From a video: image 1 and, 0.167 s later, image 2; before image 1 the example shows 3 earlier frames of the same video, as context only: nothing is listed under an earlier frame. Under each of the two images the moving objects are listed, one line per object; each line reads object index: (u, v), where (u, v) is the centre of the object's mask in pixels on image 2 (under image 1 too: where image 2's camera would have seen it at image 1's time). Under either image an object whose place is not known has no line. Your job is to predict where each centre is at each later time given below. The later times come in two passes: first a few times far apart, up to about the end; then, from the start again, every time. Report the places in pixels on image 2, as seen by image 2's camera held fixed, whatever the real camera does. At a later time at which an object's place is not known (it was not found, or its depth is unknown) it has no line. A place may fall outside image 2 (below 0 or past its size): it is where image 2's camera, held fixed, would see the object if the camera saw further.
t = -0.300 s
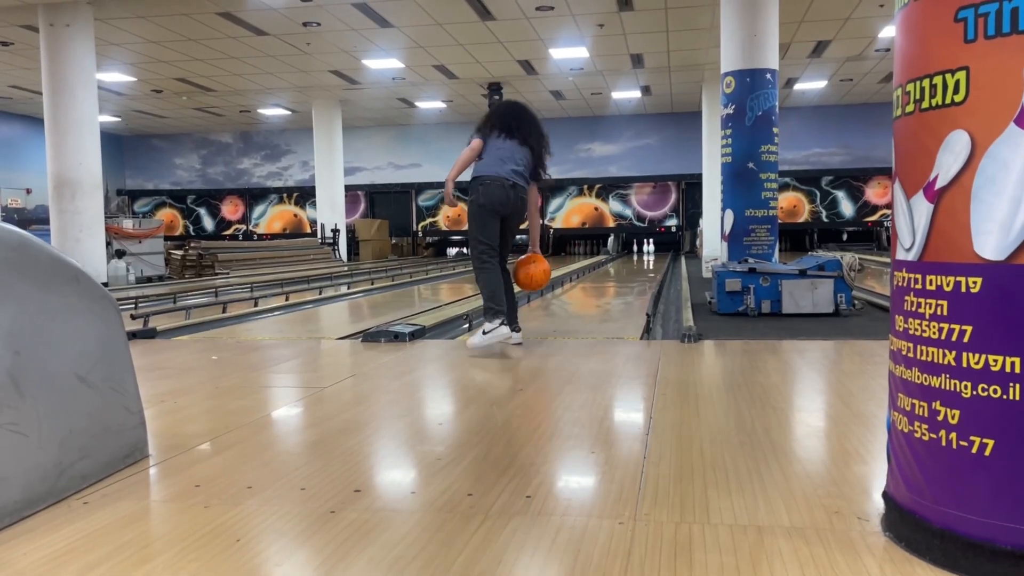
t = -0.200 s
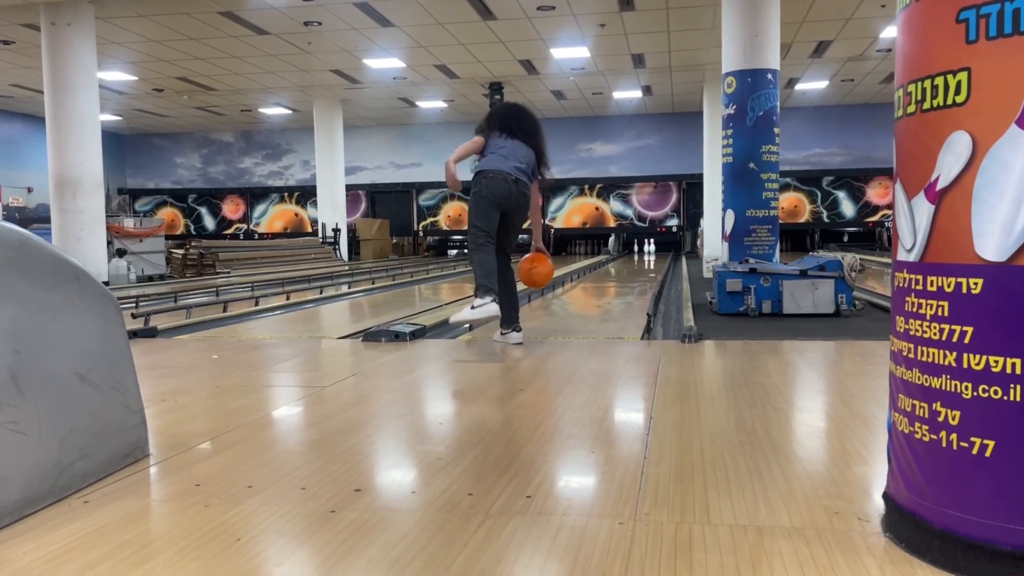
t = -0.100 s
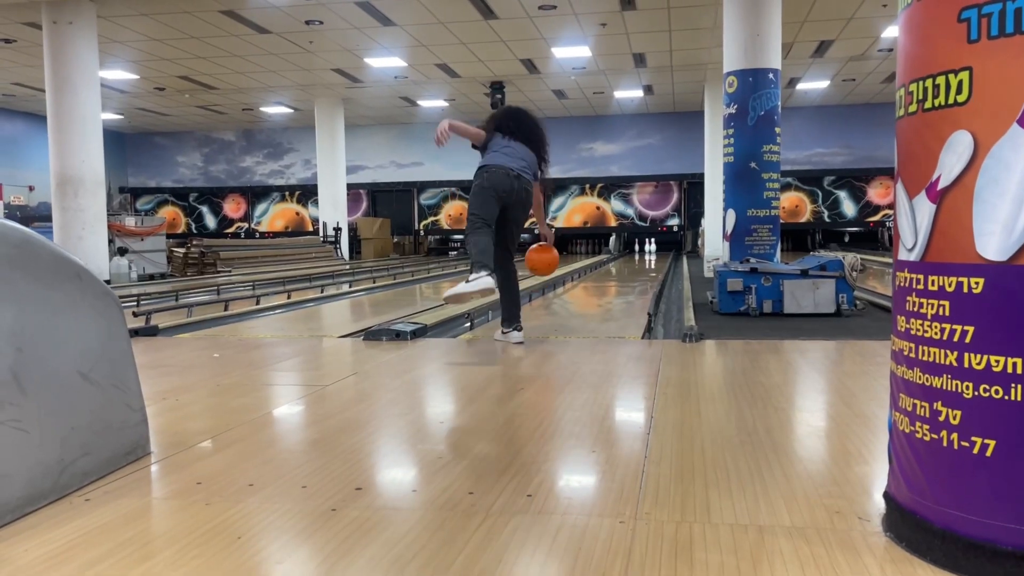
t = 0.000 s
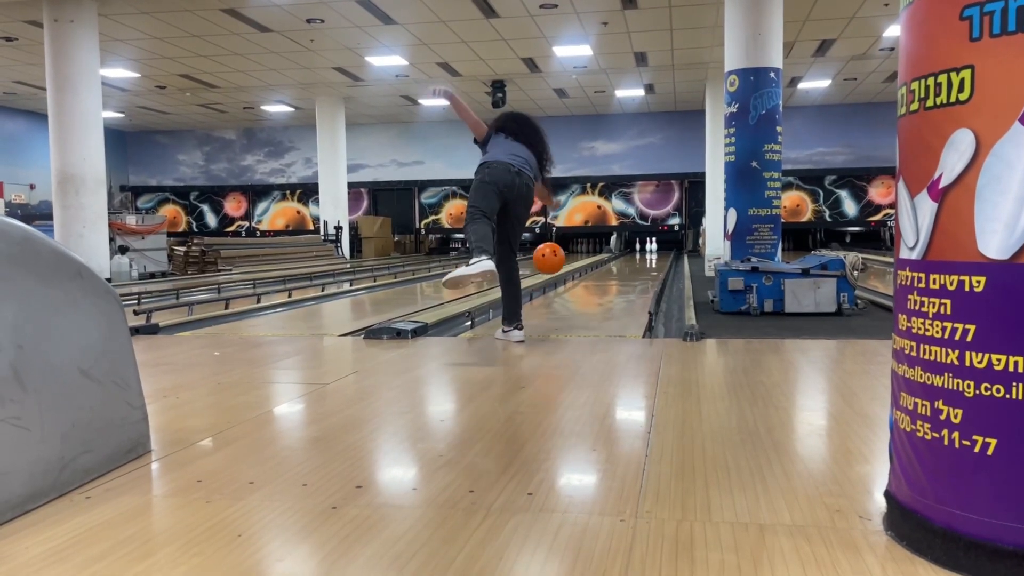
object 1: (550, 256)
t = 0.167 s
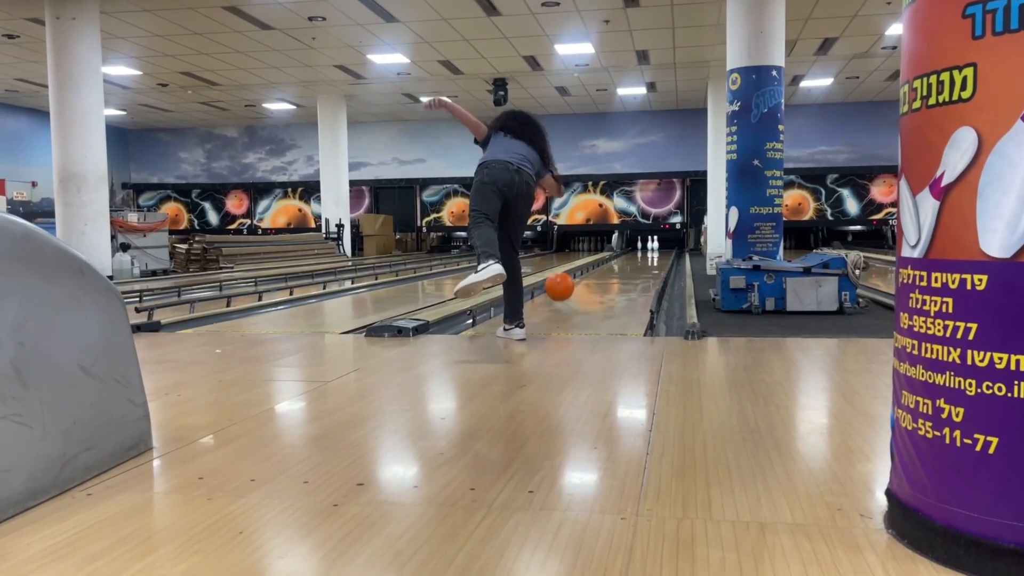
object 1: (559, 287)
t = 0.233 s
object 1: (563, 293)
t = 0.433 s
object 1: (570, 289)
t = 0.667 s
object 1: (578, 283)
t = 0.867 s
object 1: (583, 280)
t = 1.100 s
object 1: (589, 276)
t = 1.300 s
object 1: (593, 274)
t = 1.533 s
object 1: (598, 271)
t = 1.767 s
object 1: (603, 269)
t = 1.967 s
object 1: (606, 267)
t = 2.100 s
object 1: (608, 266)
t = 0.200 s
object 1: (561, 296)
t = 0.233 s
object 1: (563, 293)
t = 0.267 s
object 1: (564, 290)
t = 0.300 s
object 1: (565, 290)
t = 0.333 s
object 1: (567, 291)
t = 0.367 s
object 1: (568, 291)
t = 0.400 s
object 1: (569, 290)
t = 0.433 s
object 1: (570, 289)
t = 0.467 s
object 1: (572, 288)
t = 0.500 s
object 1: (573, 287)
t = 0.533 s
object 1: (574, 286)
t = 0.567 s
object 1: (575, 285)
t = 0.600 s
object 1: (576, 285)
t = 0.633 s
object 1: (577, 284)
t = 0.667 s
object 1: (578, 283)
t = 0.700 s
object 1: (579, 282)
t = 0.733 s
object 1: (580, 282)
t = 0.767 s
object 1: (581, 281)
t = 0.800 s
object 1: (582, 281)
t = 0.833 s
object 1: (583, 280)
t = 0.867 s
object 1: (583, 280)
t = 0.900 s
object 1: (584, 279)
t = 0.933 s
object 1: (585, 278)
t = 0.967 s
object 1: (586, 278)
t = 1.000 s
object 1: (587, 277)
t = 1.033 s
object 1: (588, 277)
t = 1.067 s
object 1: (589, 276)
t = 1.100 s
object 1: (589, 276)
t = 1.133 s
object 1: (590, 276)
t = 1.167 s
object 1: (591, 275)
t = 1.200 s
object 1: (592, 275)
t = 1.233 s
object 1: (592, 274)
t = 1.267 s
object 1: (593, 274)
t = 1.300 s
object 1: (593, 274)
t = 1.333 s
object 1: (594, 273)
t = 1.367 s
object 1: (595, 273)
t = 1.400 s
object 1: (596, 272)
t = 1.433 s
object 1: (597, 272)
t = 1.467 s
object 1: (597, 271)
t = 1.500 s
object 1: (598, 271)
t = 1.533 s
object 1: (598, 271)
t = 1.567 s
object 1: (599, 270)
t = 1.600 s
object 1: (600, 270)
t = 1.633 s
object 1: (600, 270)
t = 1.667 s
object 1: (601, 270)
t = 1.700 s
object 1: (601, 269)
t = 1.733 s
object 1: (602, 269)
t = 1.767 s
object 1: (603, 269)
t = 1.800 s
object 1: (603, 268)
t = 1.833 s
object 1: (604, 268)
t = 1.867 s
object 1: (604, 268)
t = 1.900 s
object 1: (605, 267)
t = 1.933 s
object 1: (606, 267)
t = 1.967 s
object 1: (606, 267)
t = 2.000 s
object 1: (607, 267)
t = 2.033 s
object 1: (607, 266)
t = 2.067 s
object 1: (608, 266)
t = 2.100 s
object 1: (608, 266)
